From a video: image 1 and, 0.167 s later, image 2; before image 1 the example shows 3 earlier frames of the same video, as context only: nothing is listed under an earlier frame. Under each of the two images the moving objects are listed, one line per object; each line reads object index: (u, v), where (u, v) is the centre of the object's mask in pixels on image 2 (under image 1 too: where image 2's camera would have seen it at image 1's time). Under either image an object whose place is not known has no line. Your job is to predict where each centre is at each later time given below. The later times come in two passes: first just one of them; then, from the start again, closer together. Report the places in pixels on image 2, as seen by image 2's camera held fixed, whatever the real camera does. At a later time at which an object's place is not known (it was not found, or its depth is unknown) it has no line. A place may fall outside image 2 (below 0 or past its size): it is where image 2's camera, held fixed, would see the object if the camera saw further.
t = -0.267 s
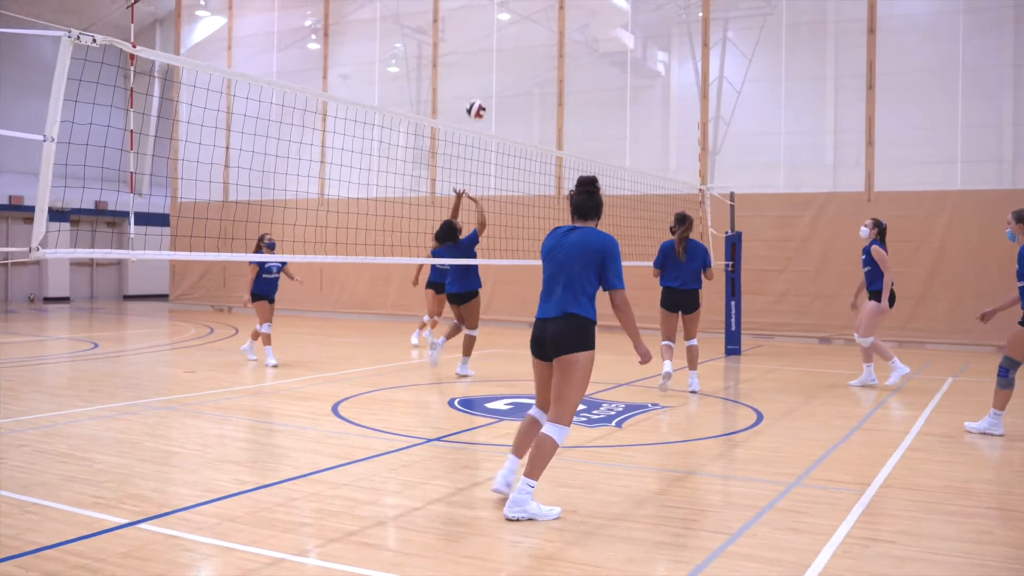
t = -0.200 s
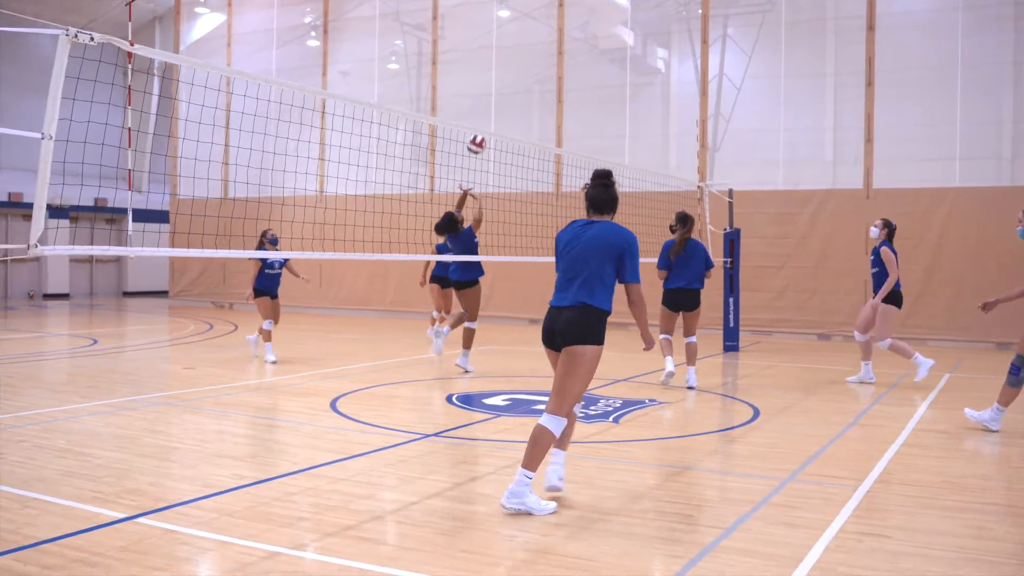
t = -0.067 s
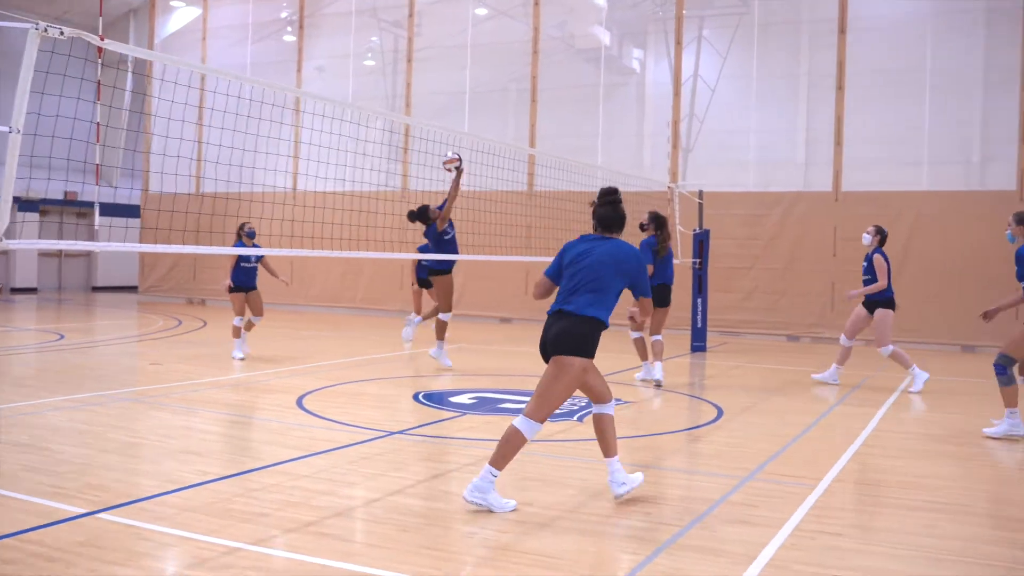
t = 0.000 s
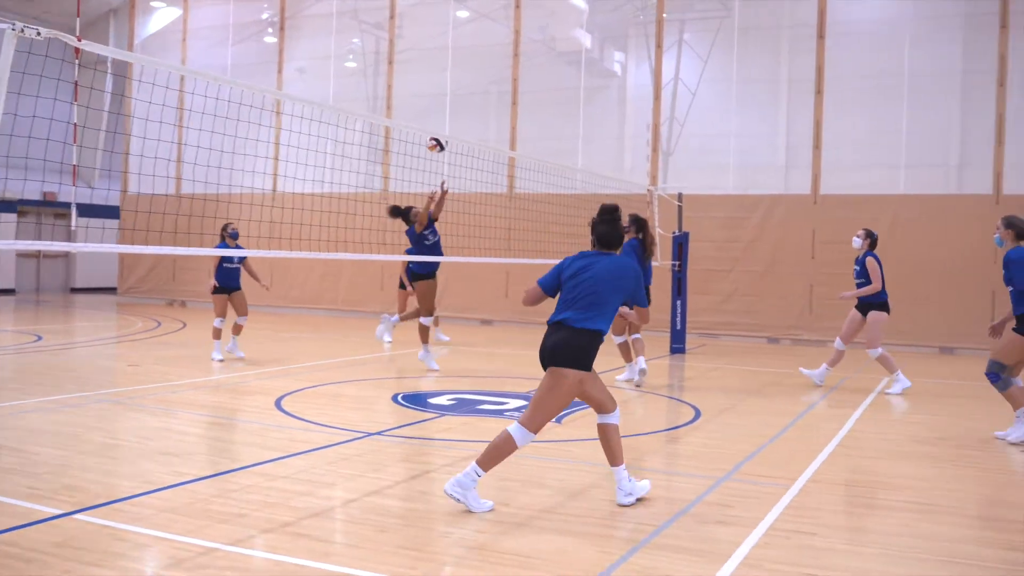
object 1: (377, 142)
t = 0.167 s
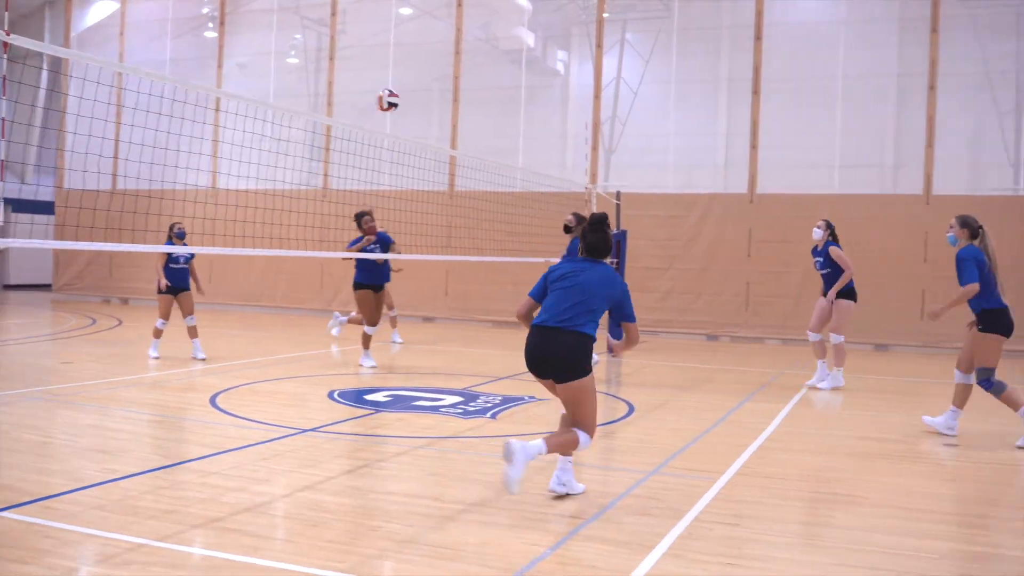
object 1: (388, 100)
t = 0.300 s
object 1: (391, 92)
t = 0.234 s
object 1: (389, 93)
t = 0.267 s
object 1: (390, 92)
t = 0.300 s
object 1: (391, 92)
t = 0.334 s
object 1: (392, 92)
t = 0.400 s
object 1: (394, 98)
